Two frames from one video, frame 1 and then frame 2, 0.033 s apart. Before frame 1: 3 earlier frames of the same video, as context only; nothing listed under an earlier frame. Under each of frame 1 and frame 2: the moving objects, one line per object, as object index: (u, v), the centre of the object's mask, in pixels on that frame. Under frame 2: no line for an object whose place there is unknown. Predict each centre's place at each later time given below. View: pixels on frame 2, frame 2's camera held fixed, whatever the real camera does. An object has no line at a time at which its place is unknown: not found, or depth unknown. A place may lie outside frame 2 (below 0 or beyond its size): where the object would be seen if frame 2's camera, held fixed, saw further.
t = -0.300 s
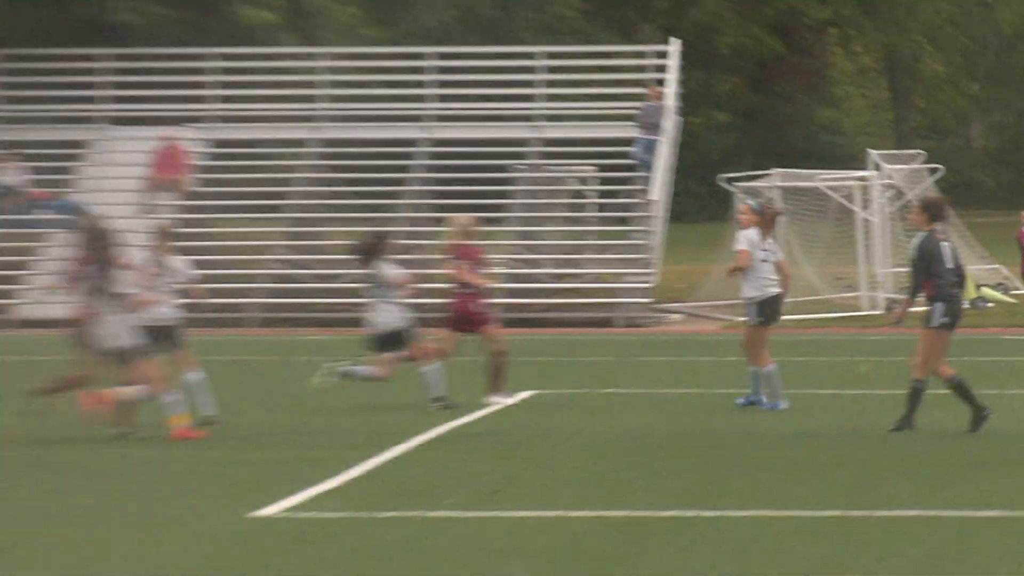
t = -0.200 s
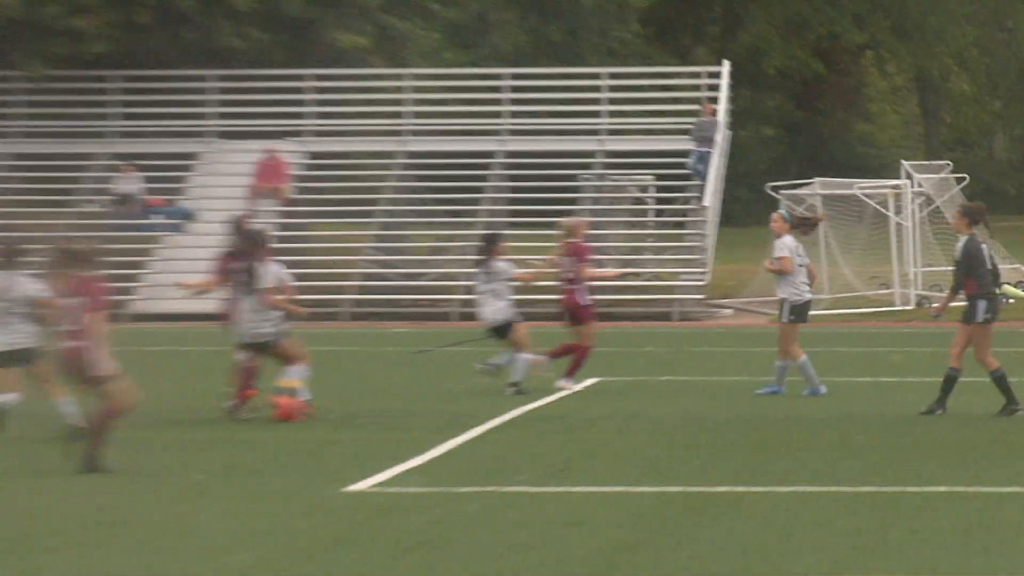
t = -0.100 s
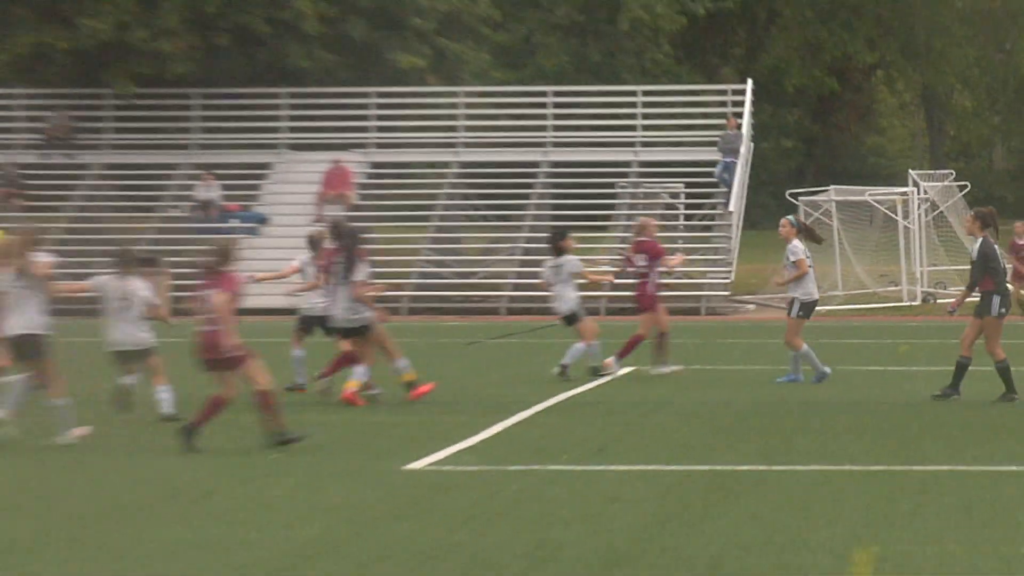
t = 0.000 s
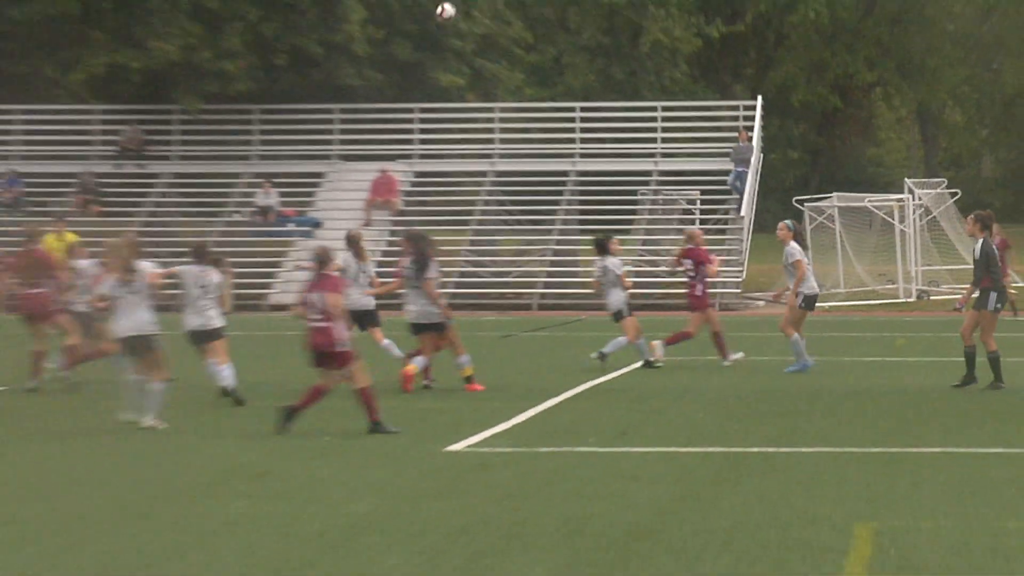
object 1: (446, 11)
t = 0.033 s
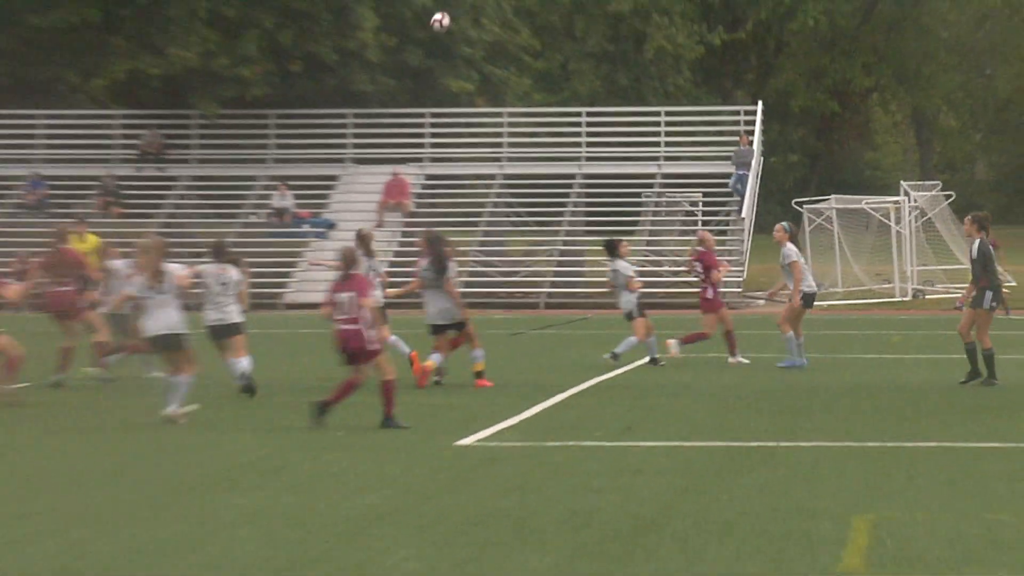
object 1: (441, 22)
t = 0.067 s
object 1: (425, 23)
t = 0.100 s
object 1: (409, 27)
